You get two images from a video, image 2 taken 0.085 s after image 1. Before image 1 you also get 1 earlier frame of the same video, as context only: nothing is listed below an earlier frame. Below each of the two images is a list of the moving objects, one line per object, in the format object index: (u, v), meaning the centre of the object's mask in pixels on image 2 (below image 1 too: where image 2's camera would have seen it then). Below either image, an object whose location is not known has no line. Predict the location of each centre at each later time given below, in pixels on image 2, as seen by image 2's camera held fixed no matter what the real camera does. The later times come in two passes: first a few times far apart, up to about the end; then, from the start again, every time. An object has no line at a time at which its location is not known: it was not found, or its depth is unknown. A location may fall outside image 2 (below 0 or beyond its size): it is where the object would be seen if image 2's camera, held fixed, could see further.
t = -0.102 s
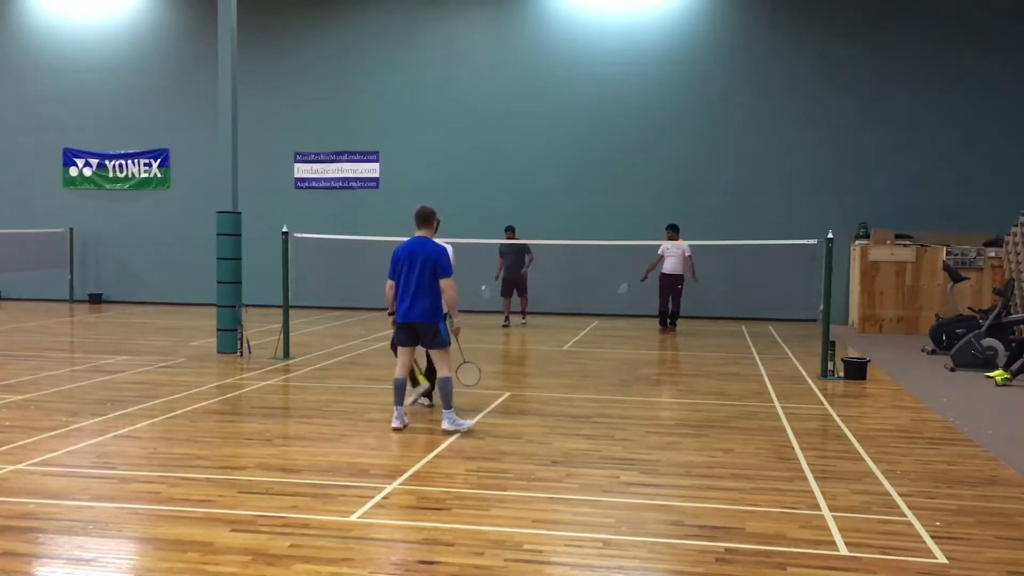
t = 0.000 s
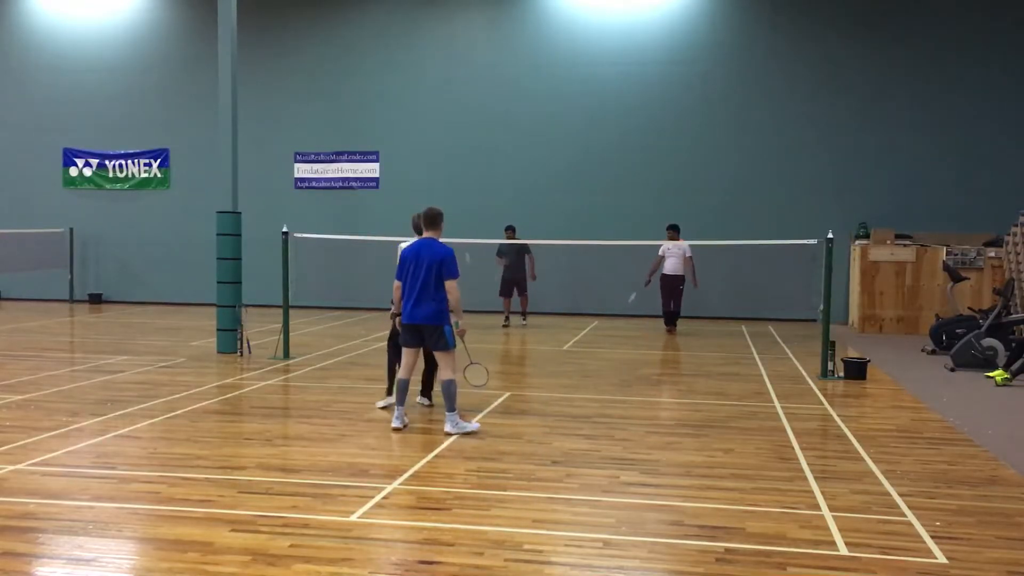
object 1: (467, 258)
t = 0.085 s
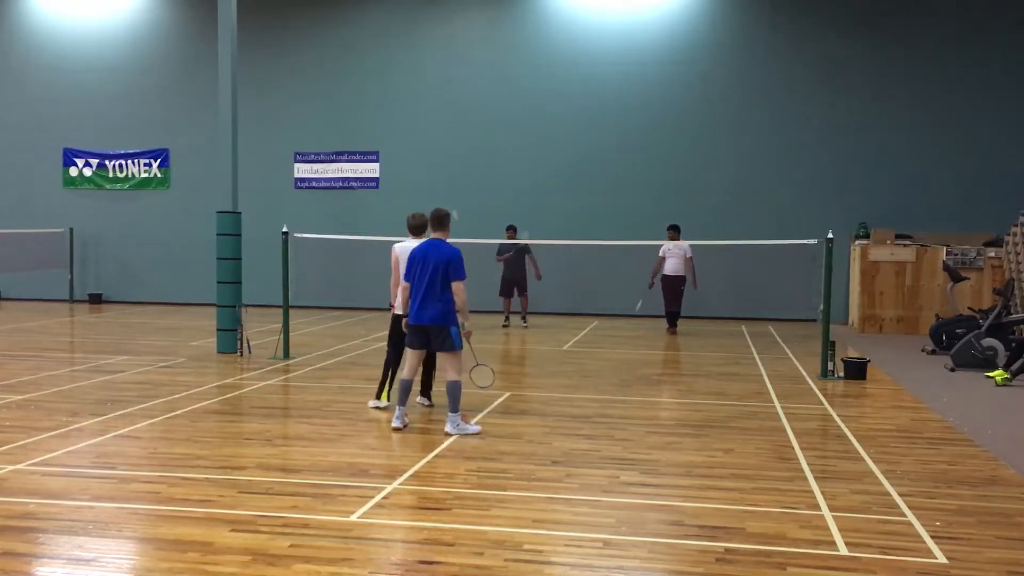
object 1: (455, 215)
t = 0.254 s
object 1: (432, 157)
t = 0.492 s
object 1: (403, 122)
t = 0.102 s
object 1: (453, 208)
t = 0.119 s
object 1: (450, 201)
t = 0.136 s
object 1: (449, 196)
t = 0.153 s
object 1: (446, 189)
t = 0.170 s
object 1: (443, 183)
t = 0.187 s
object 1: (441, 178)
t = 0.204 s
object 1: (440, 173)
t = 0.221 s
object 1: (437, 166)
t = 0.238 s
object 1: (435, 162)
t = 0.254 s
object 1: (432, 157)
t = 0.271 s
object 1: (430, 153)
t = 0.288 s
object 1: (429, 149)
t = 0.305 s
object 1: (426, 146)
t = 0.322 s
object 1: (424, 143)
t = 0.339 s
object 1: (422, 140)
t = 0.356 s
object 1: (420, 137)
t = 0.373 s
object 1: (418, 134)
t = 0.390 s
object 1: (416, 132)
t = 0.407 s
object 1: (414, 129)
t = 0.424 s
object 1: (412, 128)
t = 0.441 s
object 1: (409, 126)
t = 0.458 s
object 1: (407, 124)
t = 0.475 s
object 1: (405, 123)
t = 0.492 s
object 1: (403, 122)
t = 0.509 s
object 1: (401, 122)
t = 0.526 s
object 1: (399, 122)
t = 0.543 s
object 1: (397, 121)
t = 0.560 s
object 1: (395, 121)
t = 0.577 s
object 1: (393, 122)
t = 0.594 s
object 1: (391, 122)
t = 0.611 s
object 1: (389, 123)
